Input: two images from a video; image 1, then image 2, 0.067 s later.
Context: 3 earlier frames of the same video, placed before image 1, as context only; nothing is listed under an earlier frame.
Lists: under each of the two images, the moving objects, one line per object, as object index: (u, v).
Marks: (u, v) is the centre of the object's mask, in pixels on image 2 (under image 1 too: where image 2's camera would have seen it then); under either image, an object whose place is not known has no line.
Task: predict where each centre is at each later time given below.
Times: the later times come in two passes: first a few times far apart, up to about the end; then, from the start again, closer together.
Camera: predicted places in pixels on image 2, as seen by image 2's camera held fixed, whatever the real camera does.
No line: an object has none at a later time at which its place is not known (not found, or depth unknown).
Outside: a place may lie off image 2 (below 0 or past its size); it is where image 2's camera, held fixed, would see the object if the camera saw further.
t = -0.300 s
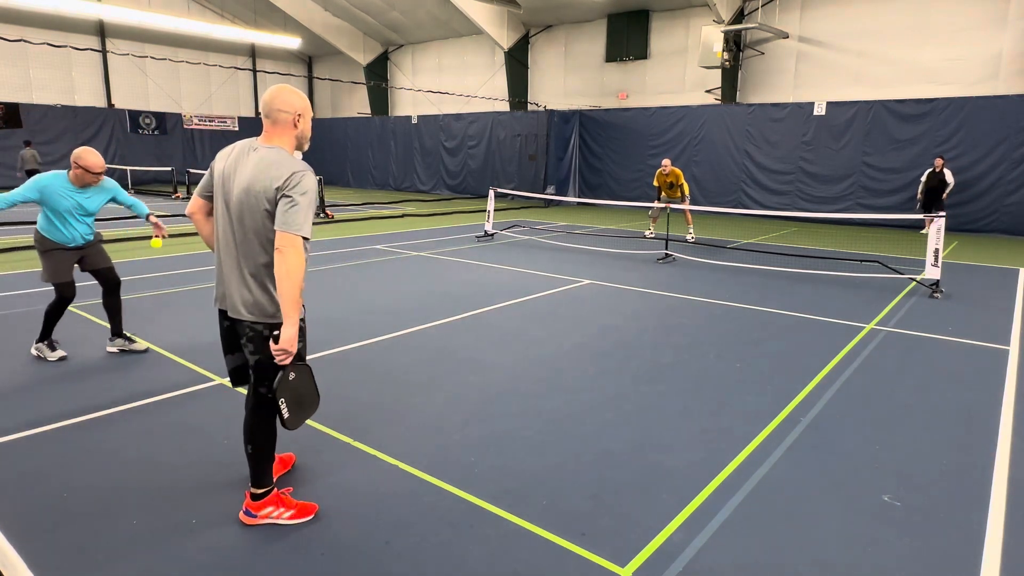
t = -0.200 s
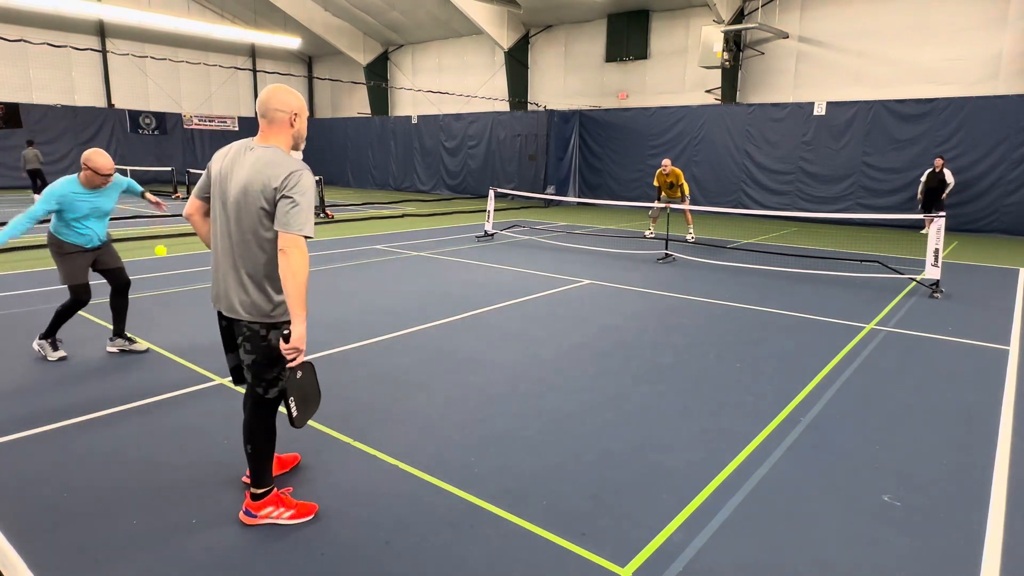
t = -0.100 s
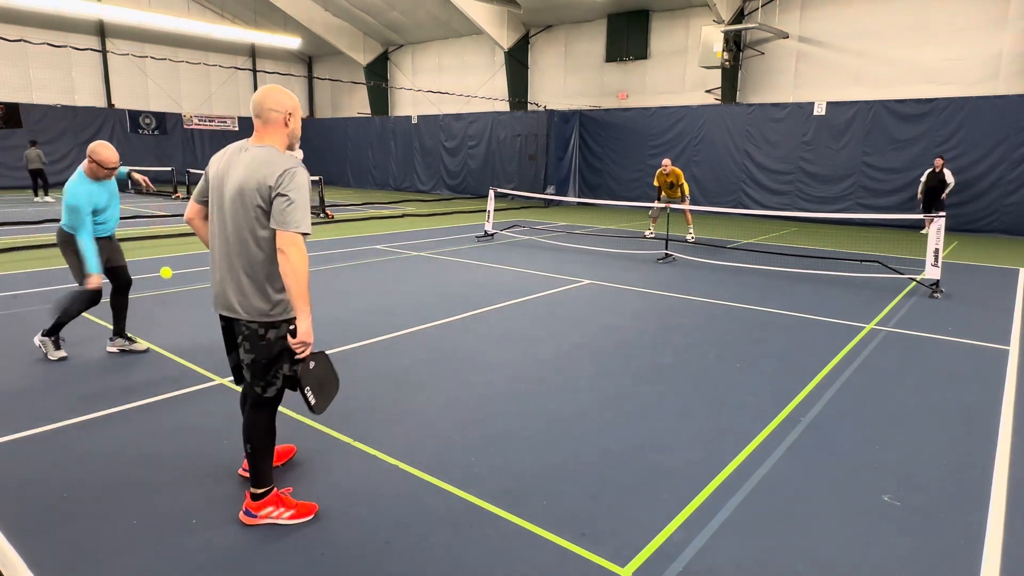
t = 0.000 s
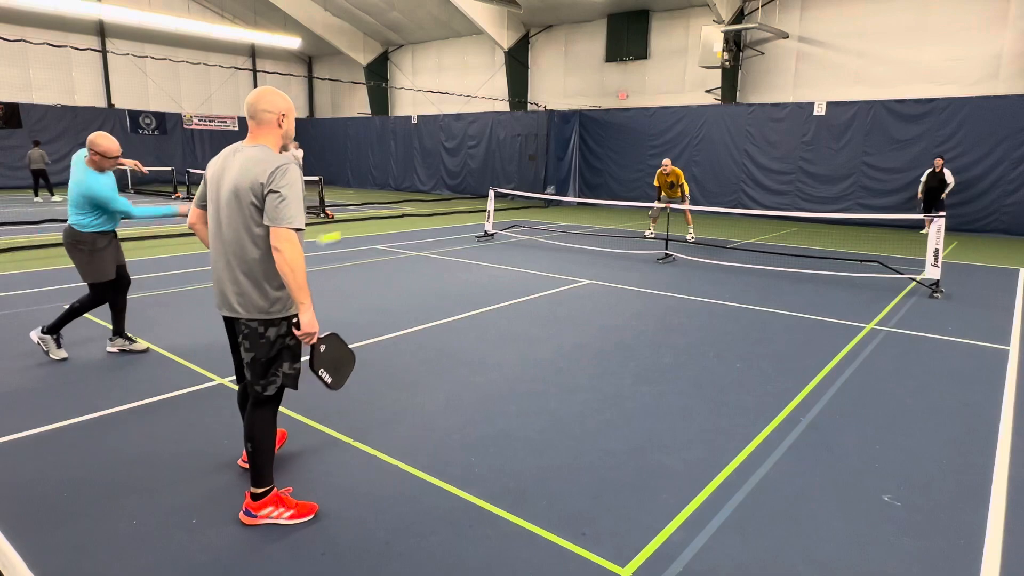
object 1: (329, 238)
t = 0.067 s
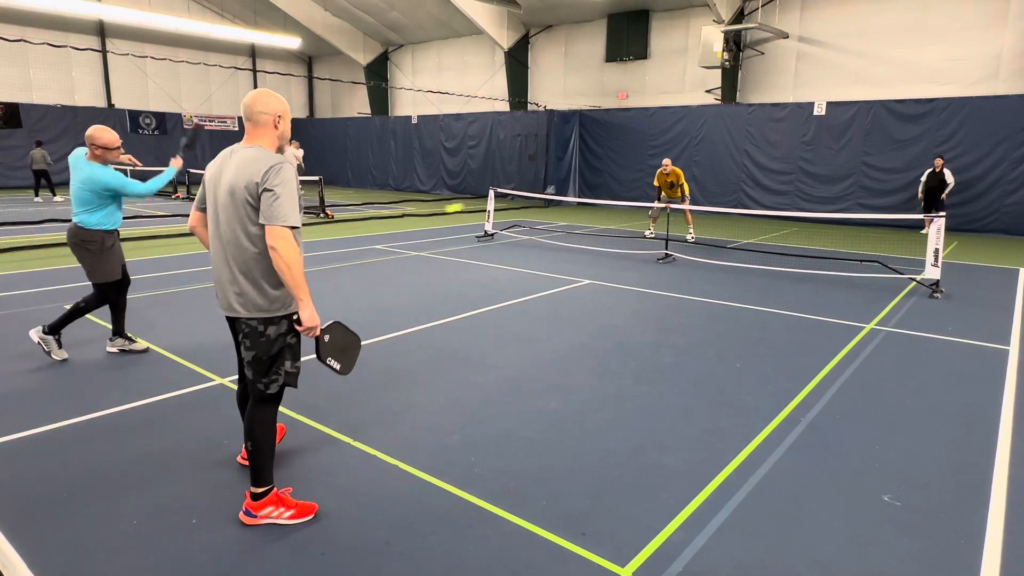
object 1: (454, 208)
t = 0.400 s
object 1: (753, 190)
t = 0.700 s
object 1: (861, 237)
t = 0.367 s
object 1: (735, 186)
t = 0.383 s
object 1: (745, 188)
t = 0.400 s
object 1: (753, 190)
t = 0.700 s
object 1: (861, 237)
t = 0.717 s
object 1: (865, 241)
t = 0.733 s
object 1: (870, 239)
